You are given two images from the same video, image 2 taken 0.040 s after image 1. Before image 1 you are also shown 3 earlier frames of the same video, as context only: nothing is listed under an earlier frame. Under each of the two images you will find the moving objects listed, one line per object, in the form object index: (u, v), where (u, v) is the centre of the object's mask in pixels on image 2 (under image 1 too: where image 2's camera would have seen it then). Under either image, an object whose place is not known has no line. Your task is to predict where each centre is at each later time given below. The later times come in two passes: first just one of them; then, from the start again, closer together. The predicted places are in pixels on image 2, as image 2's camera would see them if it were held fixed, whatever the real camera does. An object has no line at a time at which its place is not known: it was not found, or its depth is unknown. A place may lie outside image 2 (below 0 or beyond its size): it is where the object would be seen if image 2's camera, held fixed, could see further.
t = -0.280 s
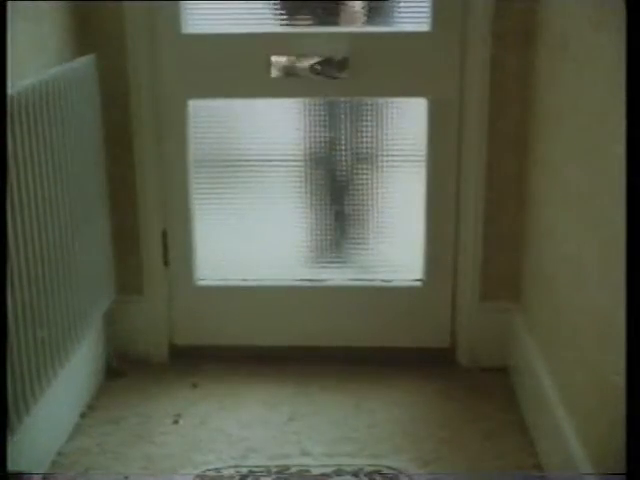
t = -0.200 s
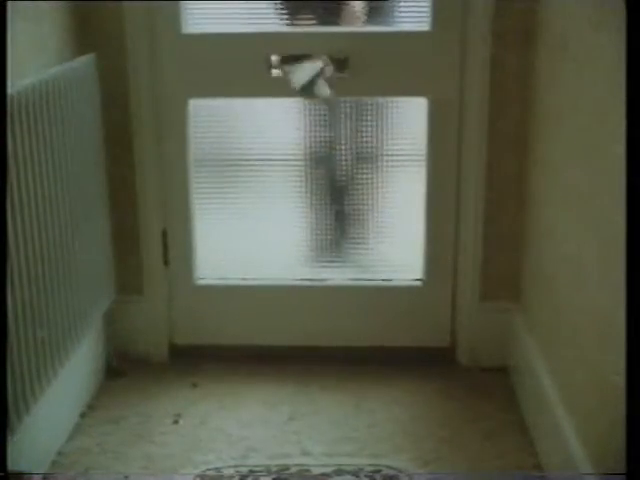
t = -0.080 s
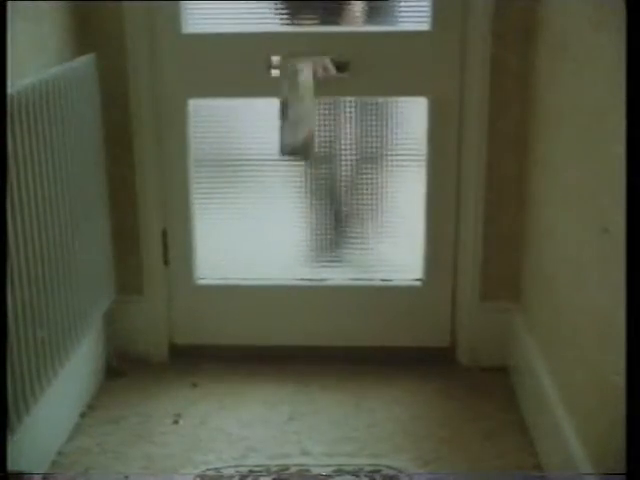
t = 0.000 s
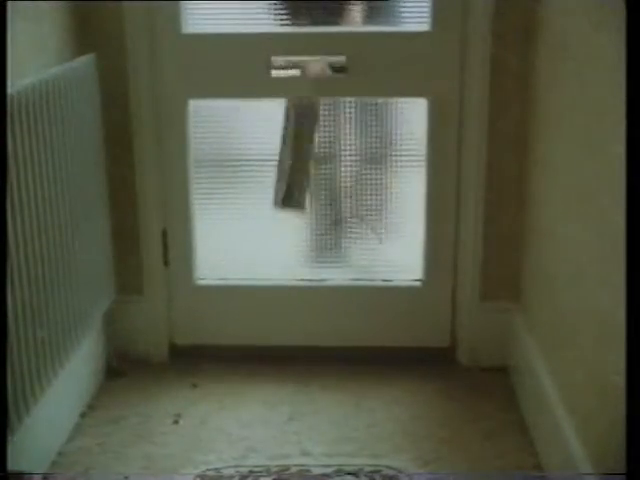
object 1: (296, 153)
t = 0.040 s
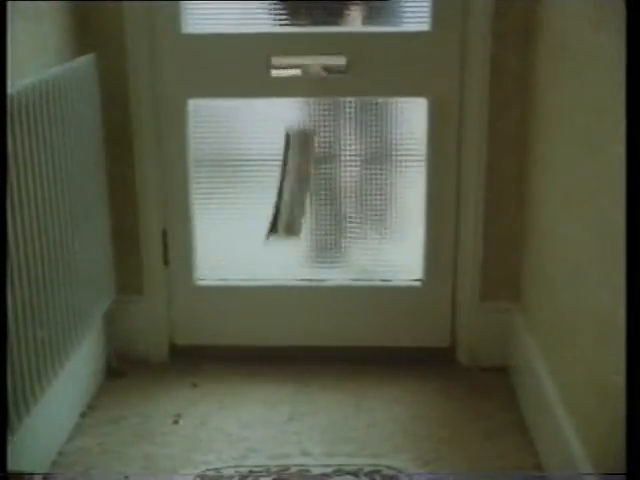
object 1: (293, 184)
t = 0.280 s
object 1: (283, 394)
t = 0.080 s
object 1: (289, 222)
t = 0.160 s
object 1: (285, 303)
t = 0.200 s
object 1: (278, 361)
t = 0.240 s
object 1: (281, 389)
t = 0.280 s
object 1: (283, 394)
